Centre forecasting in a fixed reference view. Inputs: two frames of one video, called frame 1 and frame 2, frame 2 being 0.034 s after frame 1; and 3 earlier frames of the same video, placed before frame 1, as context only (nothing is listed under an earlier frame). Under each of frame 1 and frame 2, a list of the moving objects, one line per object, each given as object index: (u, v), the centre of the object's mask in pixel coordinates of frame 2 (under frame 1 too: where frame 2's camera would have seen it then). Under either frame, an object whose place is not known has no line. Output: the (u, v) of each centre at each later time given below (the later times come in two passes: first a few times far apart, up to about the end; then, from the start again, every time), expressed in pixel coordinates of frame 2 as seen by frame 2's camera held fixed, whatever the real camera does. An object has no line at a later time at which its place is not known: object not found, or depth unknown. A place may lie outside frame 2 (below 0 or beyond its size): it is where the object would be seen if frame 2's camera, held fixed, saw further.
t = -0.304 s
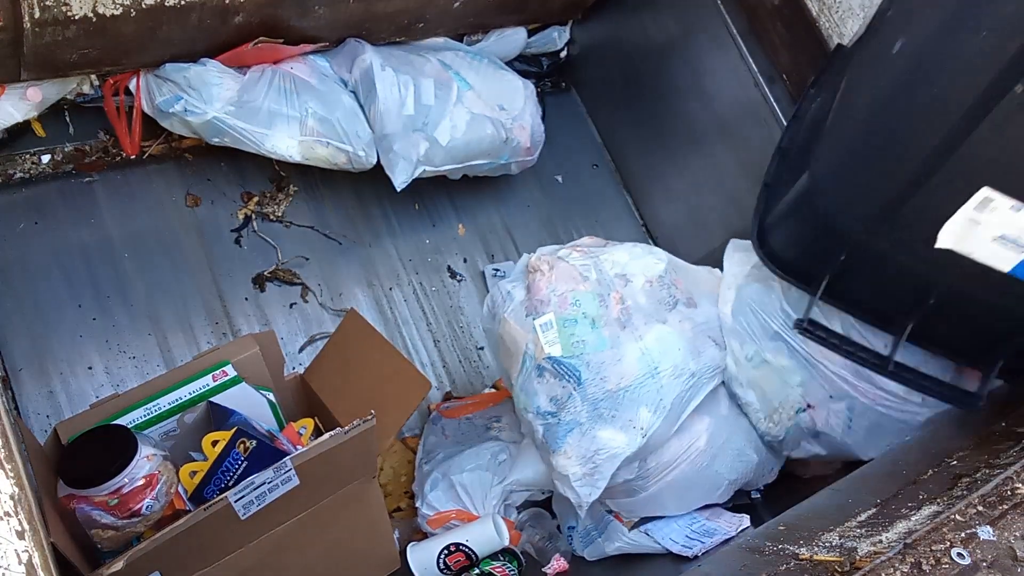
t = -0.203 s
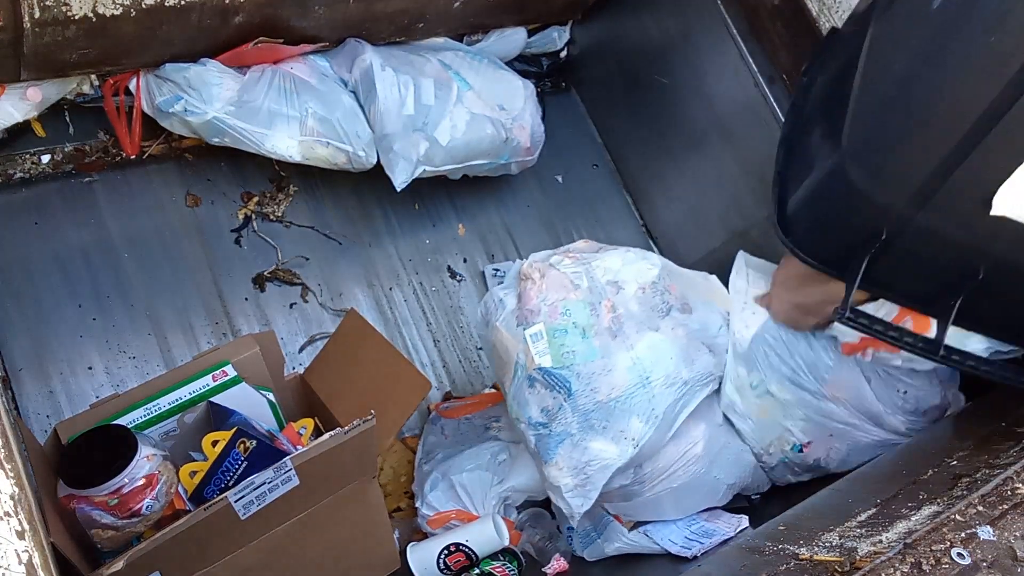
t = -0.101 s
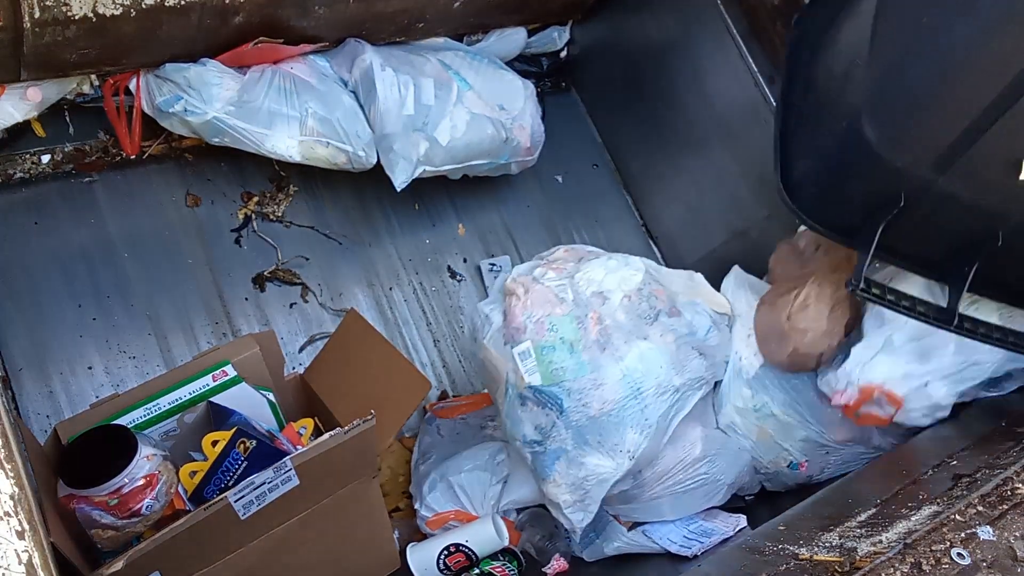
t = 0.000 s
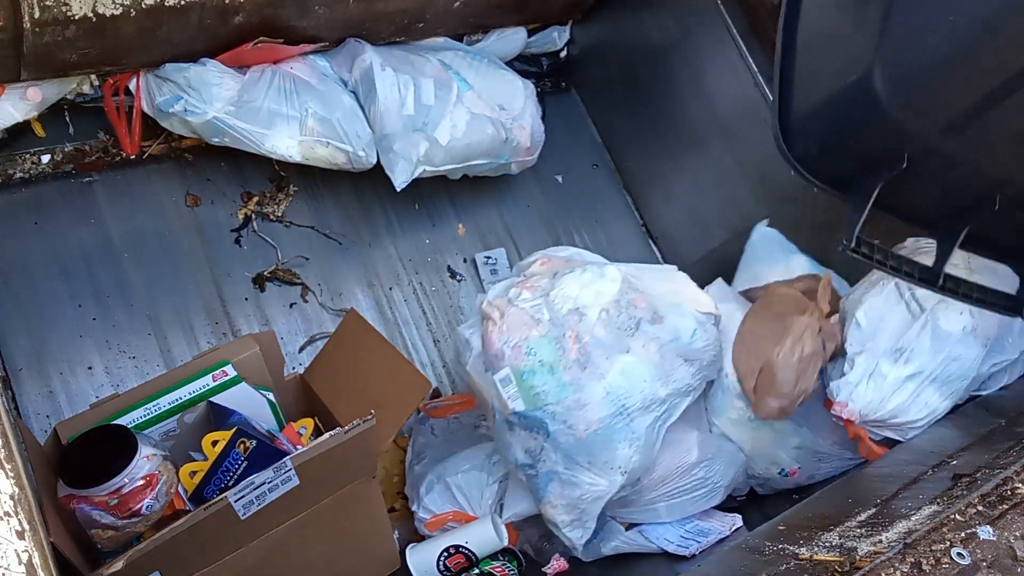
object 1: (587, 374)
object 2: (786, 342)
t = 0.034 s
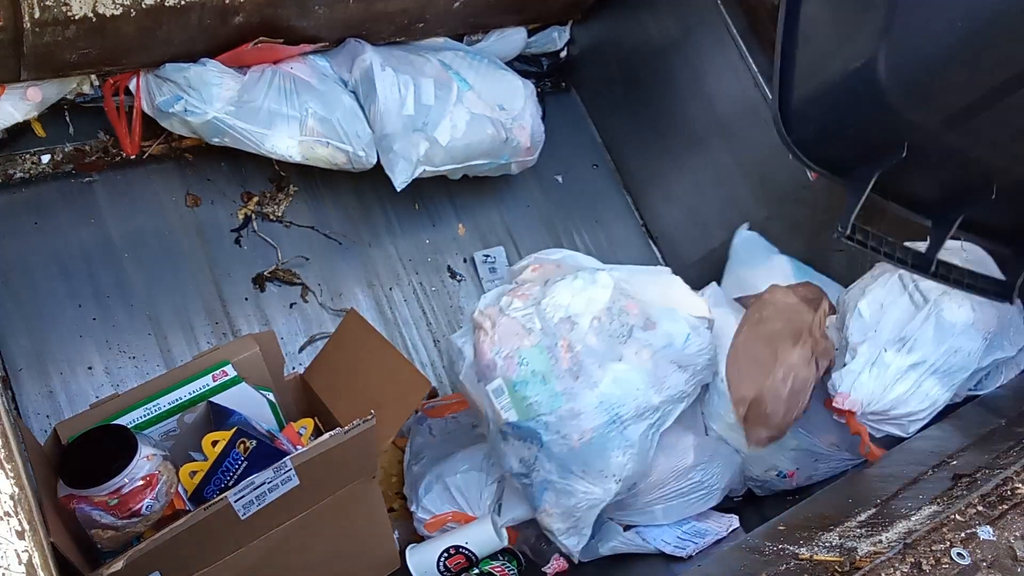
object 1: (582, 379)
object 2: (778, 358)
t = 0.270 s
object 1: (537, 421)
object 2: (724, 504)
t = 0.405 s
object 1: (485, 486)
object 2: (694, 518)
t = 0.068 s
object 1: (576, 384)
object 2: (772, 370)
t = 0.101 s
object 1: (569, 388)
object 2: (768, 383)
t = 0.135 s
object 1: (564, 394)
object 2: (762, 423)
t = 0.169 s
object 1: (558, 399)
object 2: (756, 453)
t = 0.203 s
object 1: (552, 404)
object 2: (748, 478)
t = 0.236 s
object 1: (545, 410)
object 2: (734, 496)
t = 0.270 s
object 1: (537, 421)
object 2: (724, 504)
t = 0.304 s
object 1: (527, 434)
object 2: (714, 508)
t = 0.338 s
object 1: (517, 450)
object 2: (708, 511)
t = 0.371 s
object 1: (503, 469)
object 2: (701, 514)
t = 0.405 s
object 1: (485, 486)
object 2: (694, 518)
